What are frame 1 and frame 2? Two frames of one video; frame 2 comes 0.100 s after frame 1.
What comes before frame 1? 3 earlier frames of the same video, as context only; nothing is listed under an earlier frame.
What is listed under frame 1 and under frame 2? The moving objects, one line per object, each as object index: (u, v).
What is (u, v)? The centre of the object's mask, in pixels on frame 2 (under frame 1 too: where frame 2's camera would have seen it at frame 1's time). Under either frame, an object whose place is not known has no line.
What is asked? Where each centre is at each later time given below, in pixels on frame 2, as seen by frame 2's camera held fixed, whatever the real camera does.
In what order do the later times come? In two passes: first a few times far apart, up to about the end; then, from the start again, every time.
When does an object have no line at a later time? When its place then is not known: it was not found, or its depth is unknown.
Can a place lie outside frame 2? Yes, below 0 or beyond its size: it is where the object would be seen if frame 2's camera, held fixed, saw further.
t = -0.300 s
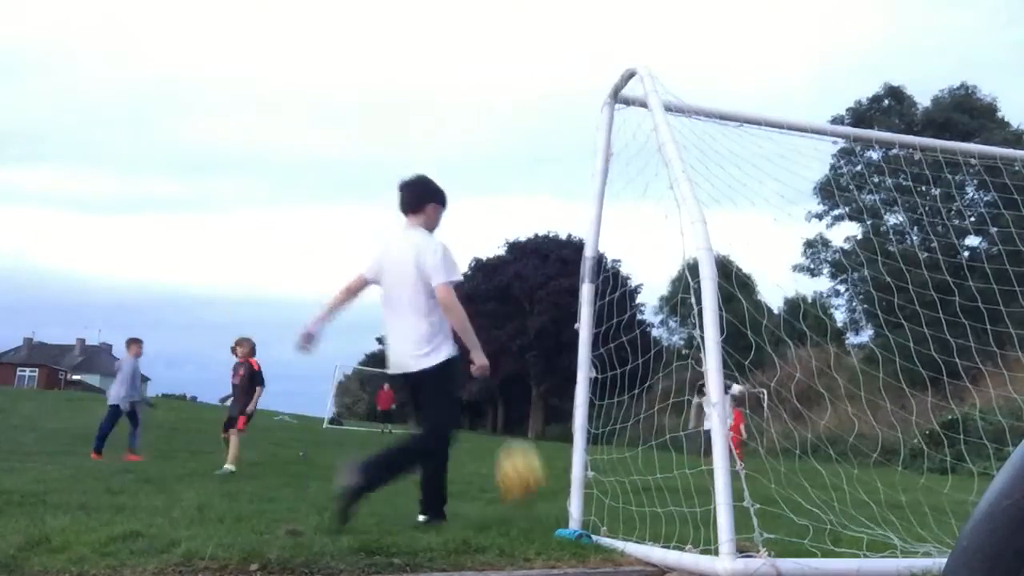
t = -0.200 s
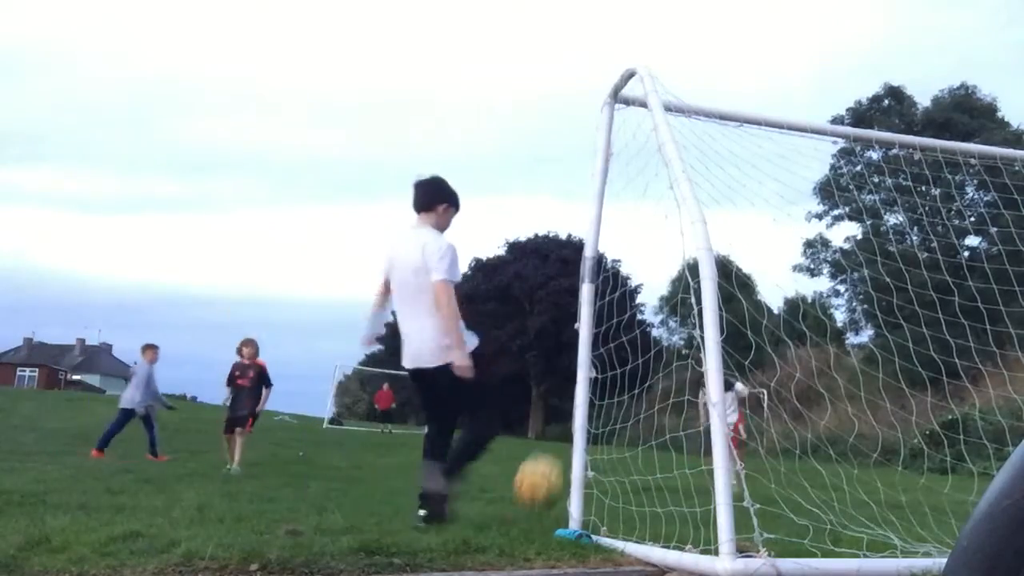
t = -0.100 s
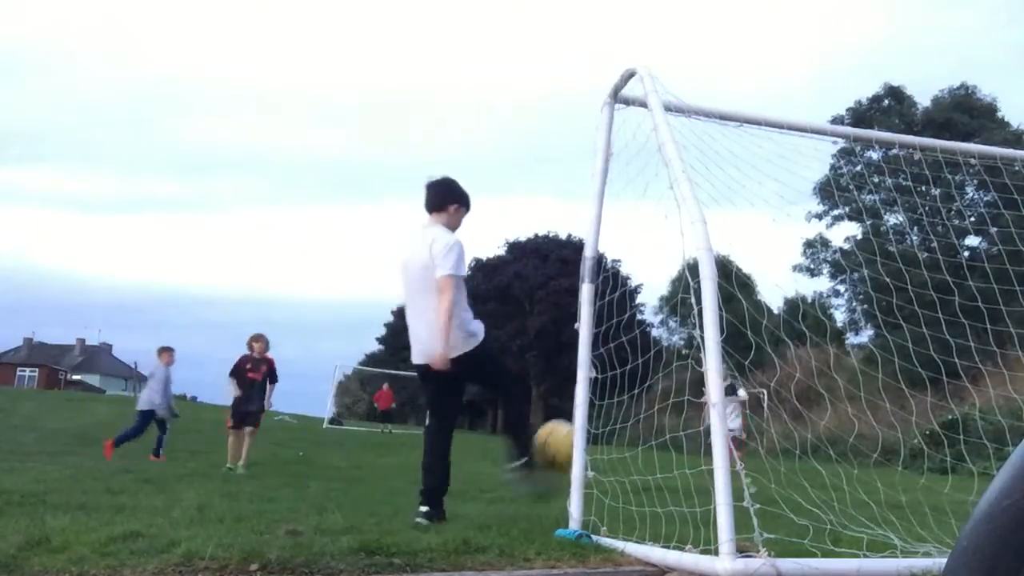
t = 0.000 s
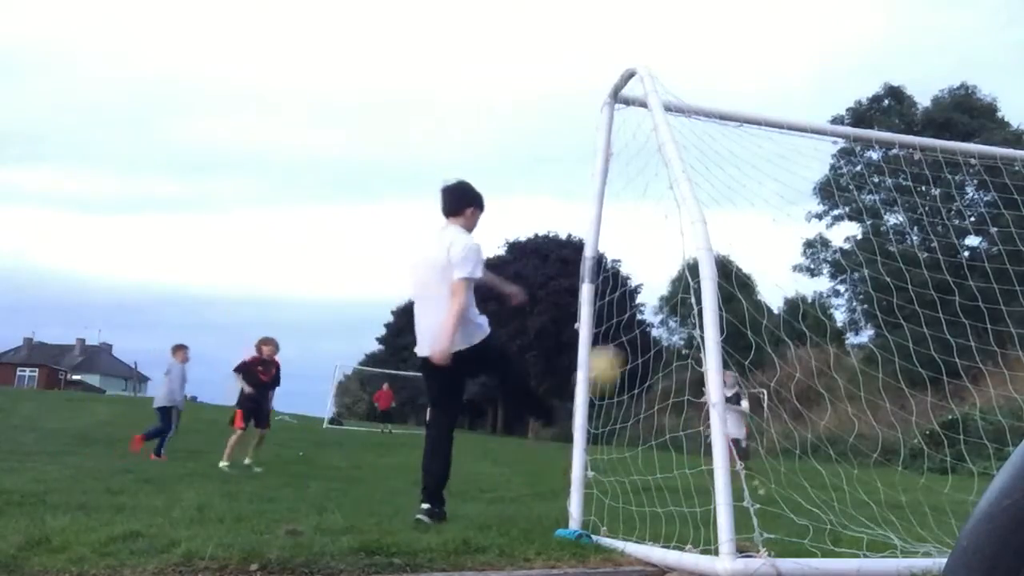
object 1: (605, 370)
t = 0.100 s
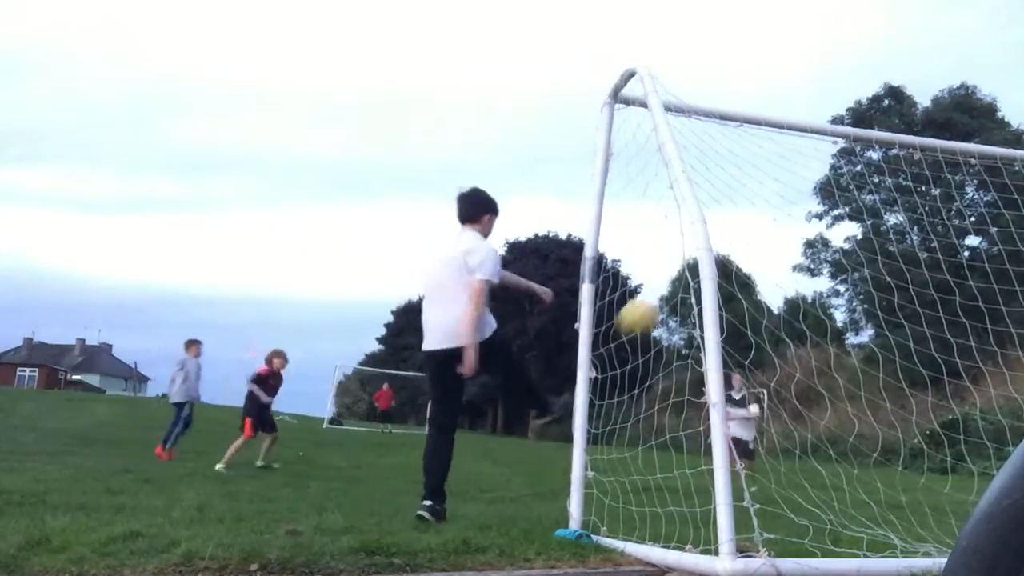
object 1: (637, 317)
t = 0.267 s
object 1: (686, 280)
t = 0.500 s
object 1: (739, 302)
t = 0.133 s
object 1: (648, 307)
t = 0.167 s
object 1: (661, 295)
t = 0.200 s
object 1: (673, 288)
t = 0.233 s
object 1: (681, 282)
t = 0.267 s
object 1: (686, 280)
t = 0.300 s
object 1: (690, 280)
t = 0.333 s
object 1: (696, 280)
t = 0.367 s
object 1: (722, 281)
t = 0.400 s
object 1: (725, 285)
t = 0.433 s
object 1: (728, 290)
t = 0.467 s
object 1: (732, 295)
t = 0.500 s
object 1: (739, 302)
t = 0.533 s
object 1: (744, 310)
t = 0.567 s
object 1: (749, 319)
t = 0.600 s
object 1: (754, 329)
